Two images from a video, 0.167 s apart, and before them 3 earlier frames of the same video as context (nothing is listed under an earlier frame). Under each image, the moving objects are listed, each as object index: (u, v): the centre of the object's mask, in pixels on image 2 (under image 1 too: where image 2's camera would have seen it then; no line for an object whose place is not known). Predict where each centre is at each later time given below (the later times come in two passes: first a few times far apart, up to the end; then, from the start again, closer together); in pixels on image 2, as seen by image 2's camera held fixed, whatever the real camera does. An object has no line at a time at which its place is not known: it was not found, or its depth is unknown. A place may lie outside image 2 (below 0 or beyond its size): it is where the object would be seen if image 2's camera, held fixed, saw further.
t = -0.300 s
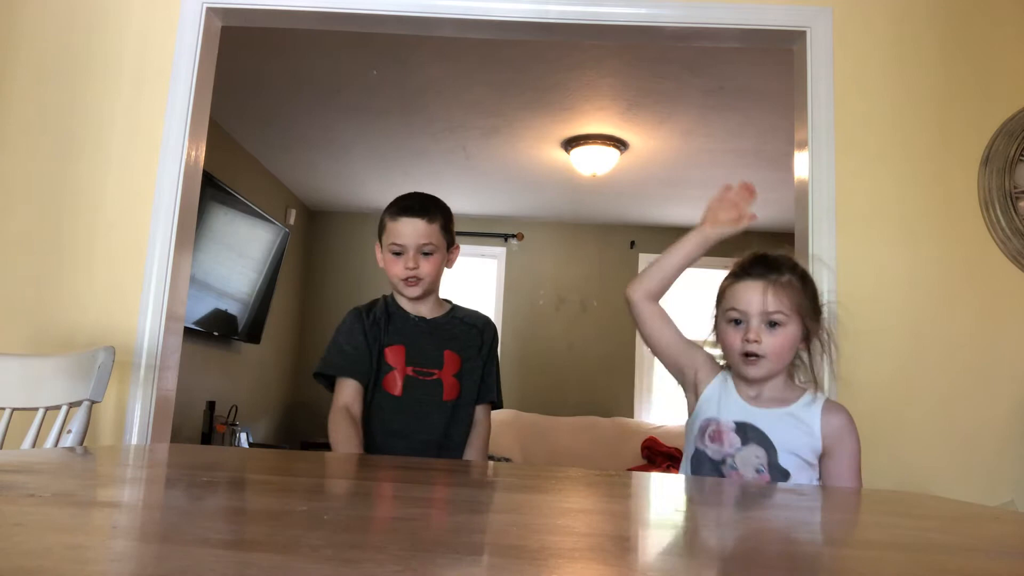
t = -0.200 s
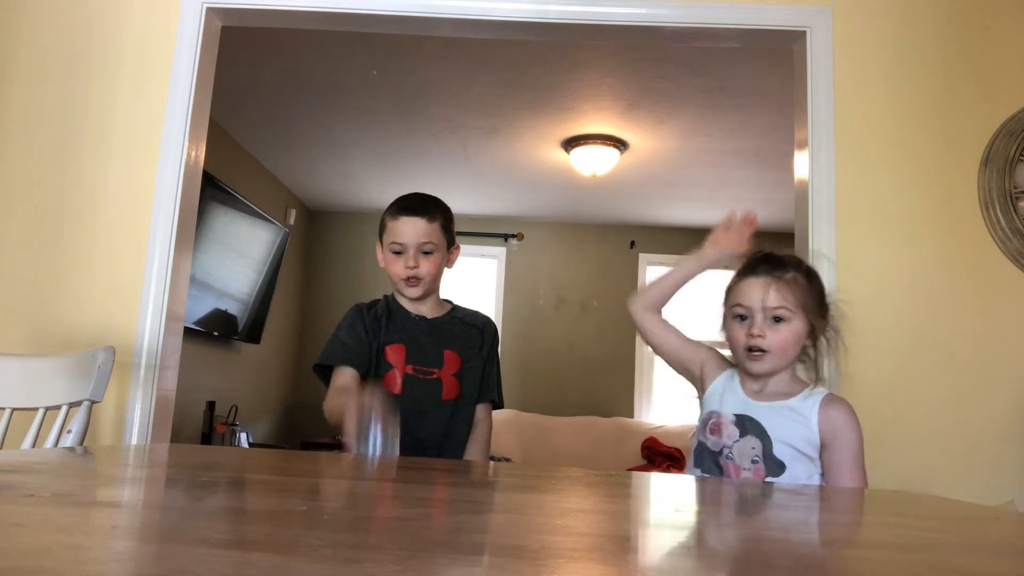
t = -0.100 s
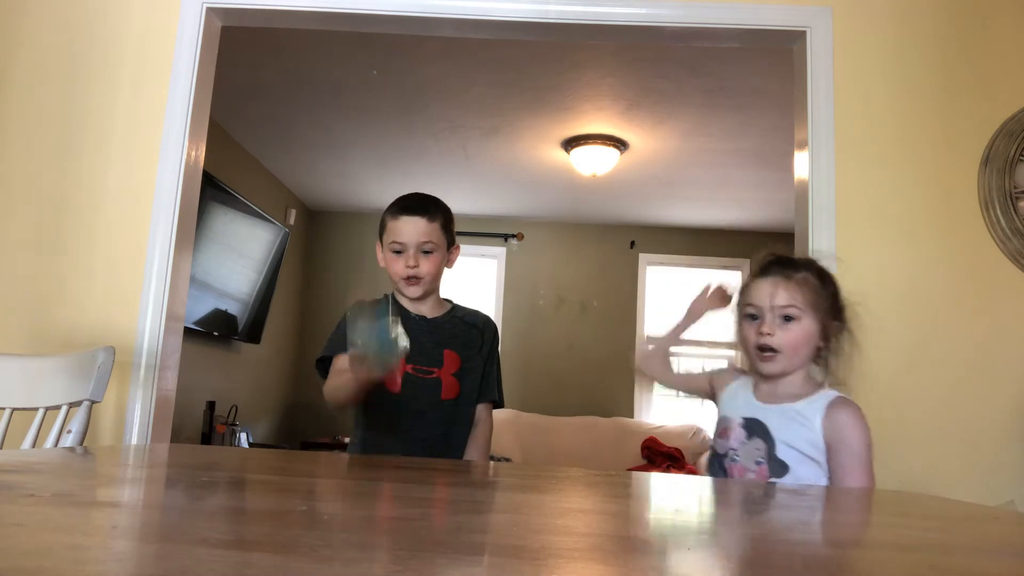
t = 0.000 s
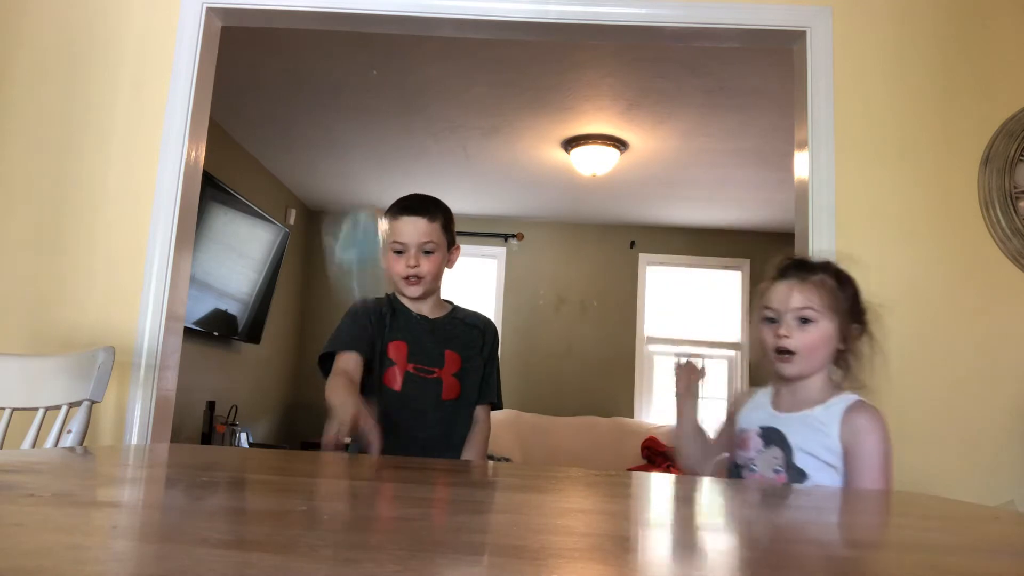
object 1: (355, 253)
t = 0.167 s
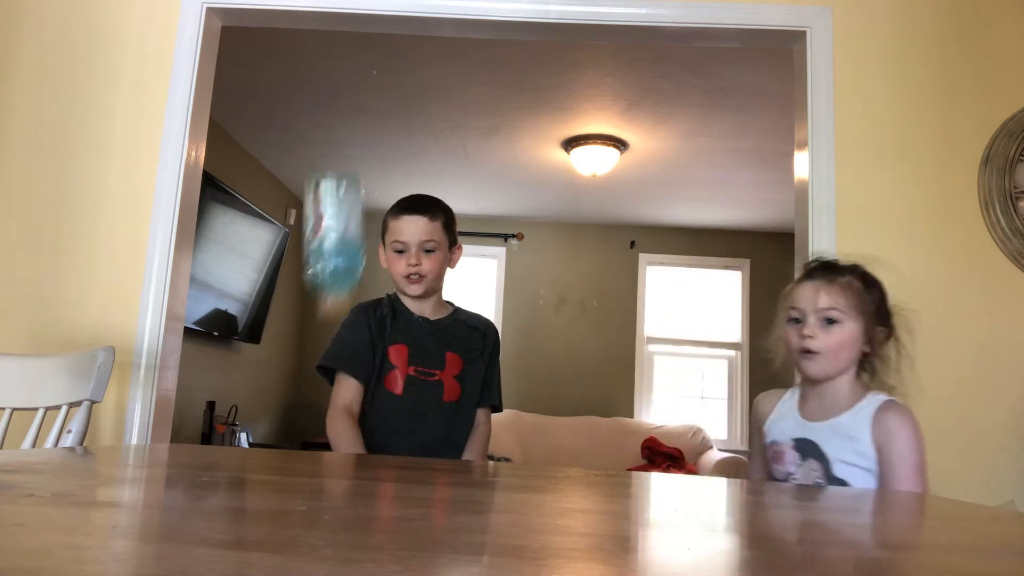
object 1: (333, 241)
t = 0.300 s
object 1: (297, 407)
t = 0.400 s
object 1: (278, 422)
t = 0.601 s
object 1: (248, 423)
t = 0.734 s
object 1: (233, 423)
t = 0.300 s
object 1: (297, 407)
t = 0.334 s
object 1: (291, 423)
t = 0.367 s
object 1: (284, 423)
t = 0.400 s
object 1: (278, 422)
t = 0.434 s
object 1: (271, 422)
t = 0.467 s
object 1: (264, 423)
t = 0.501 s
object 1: (259, 424)
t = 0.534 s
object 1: (255, 424)
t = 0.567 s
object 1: (251, 424)
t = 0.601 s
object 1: (248, 423)
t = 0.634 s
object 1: (244, 423)
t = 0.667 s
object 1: (240, 423)
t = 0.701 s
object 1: (236, 423)
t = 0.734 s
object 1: (233, 423)
